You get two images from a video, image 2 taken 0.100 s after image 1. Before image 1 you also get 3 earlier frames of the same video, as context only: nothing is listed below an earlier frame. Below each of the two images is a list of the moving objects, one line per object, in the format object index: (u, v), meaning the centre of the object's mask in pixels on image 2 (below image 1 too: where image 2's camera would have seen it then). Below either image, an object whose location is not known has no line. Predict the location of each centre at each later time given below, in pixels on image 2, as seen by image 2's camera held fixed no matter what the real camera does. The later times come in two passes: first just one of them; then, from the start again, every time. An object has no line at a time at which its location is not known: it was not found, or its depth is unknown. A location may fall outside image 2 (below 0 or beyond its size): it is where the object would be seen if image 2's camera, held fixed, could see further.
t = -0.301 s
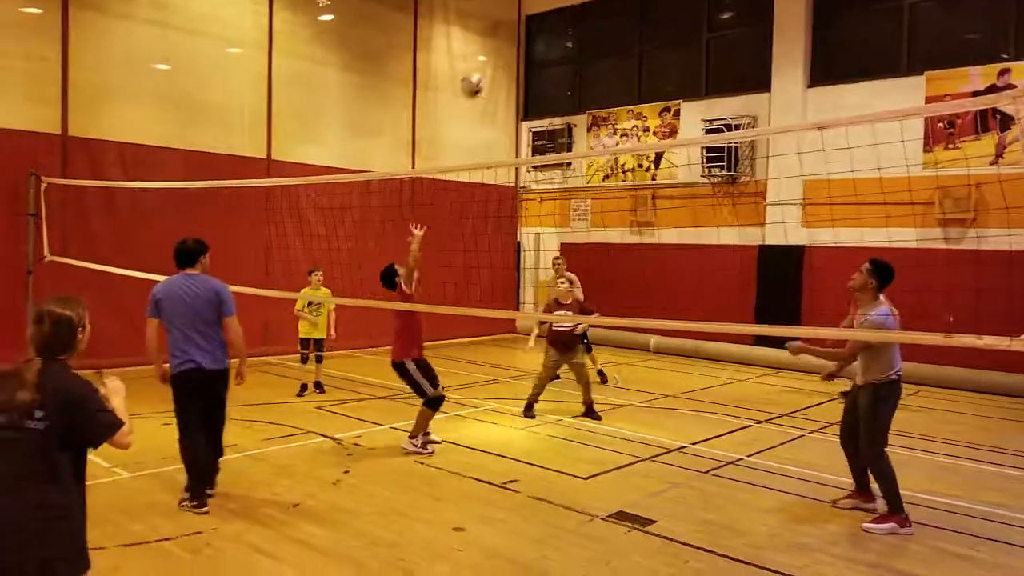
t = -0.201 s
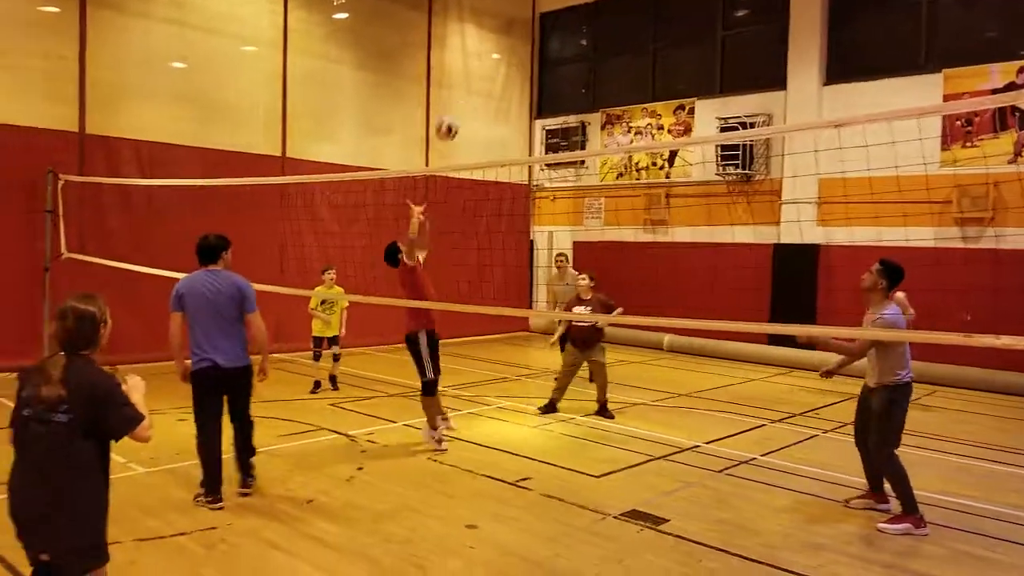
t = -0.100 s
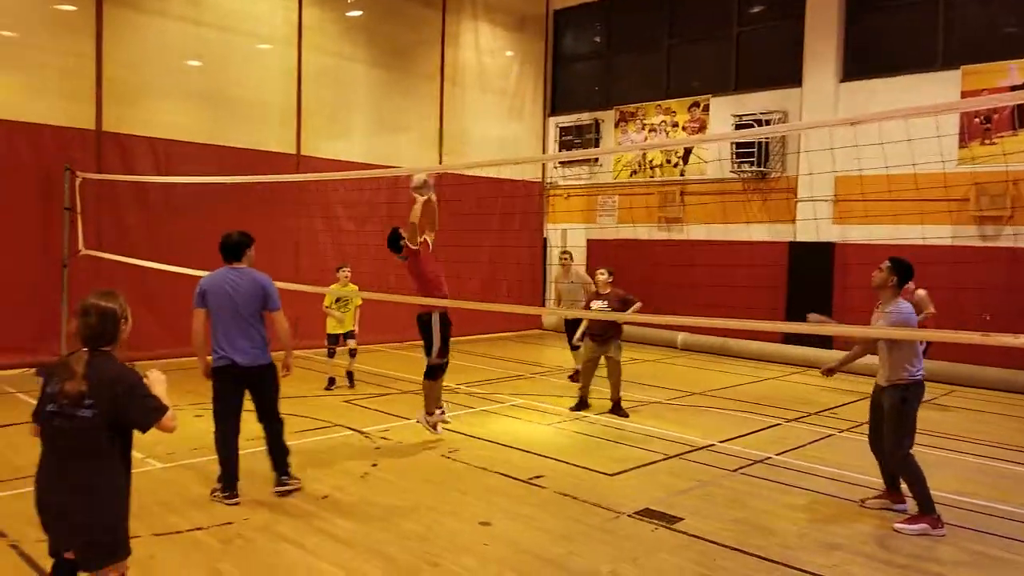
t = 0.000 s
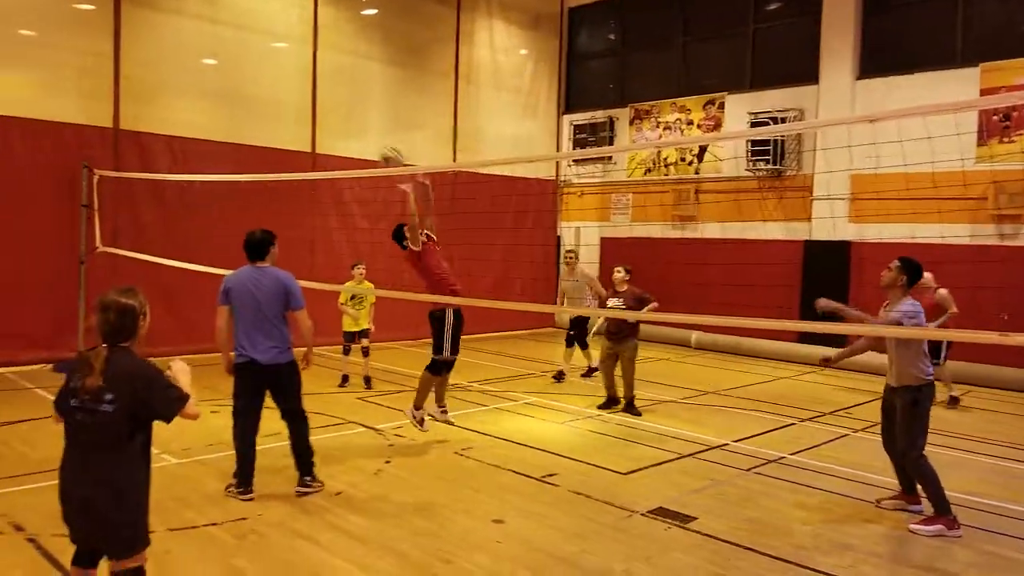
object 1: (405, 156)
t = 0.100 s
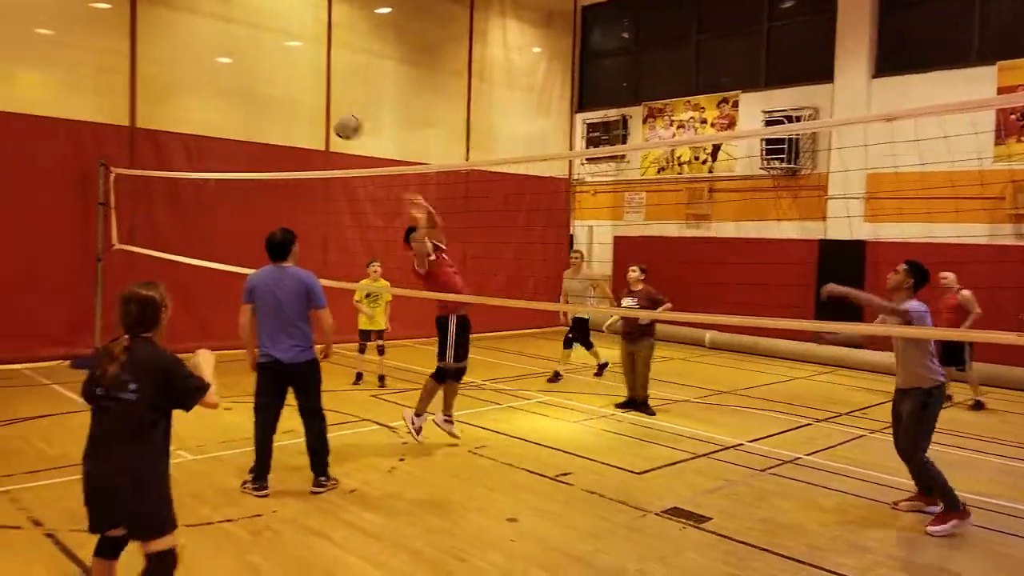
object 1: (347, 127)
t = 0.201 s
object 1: (280, 104)
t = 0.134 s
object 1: (325, 118)
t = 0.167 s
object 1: (303, 111)
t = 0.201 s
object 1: (280, 104)
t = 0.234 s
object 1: (255, 99)
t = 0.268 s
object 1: (231, 95)
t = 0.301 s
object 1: (205, 94)
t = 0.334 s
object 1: (177, 92)
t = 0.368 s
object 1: (148, 92)
